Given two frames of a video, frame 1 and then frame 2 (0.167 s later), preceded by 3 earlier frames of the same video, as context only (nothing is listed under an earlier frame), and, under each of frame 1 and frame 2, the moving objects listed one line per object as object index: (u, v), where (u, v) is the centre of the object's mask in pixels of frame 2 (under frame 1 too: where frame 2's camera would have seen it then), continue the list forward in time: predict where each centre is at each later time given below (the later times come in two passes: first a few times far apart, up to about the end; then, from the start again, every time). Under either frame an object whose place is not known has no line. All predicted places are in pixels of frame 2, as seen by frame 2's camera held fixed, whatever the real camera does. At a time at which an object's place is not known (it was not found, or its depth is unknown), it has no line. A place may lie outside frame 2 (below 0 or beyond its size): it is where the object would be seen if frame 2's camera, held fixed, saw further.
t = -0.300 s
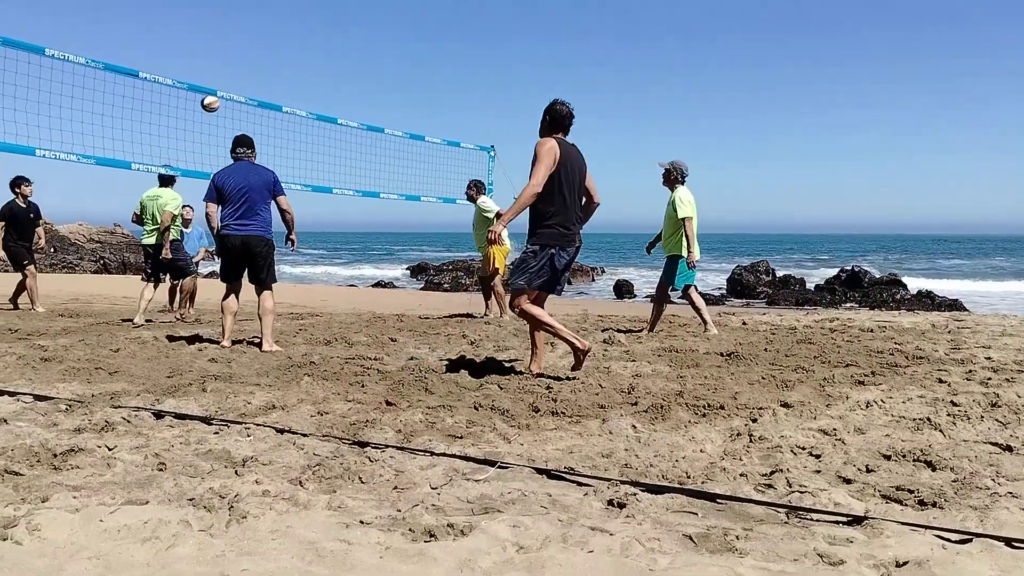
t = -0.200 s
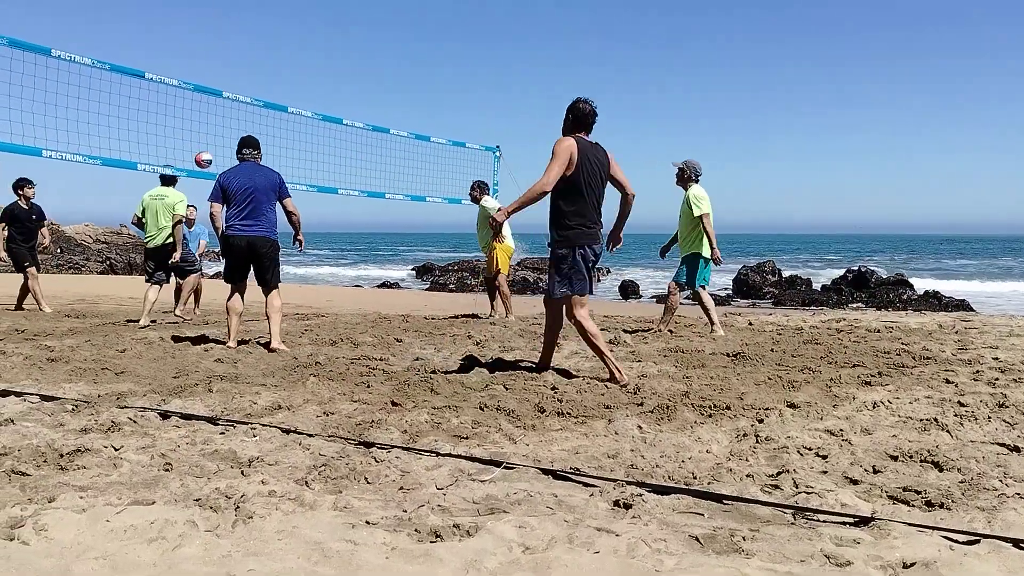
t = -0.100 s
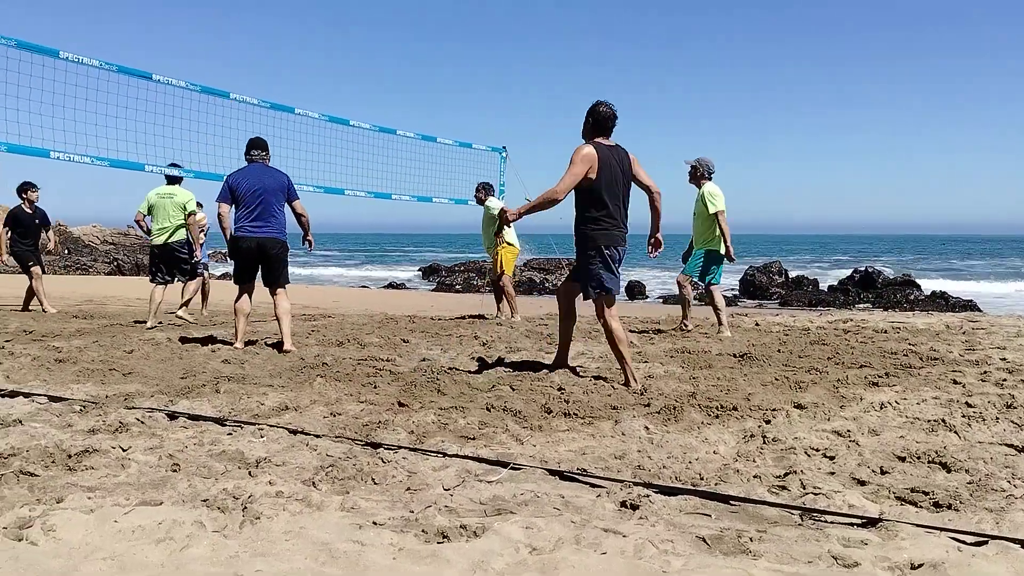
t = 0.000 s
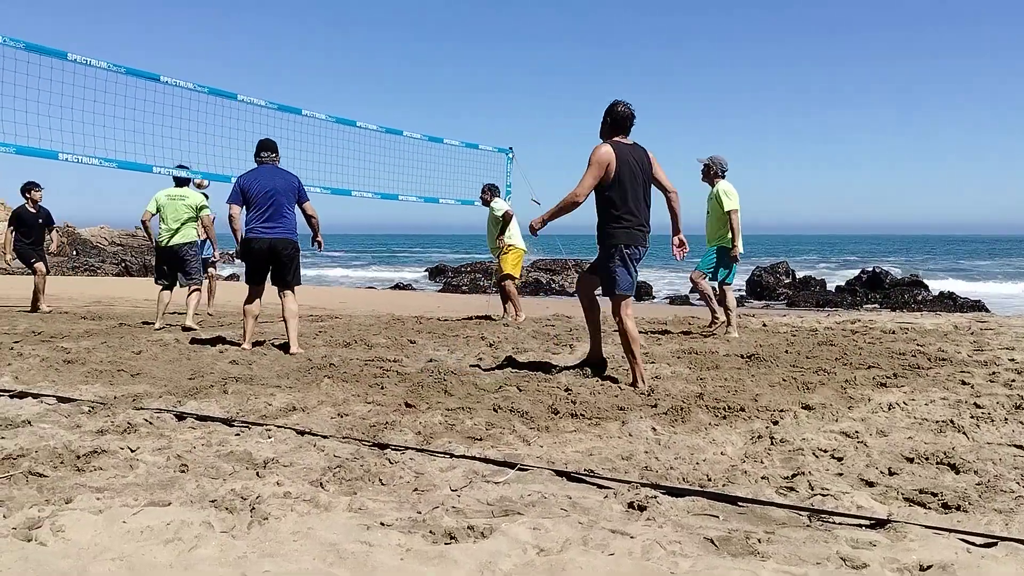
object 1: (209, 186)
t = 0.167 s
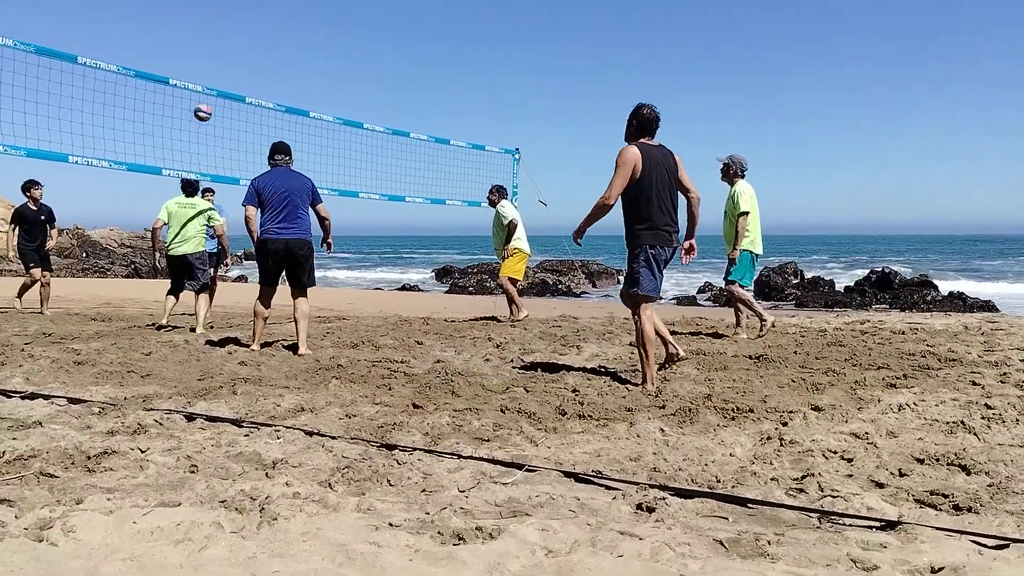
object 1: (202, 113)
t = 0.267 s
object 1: (199, 78)
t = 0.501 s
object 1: (191, 28)
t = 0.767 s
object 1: (181, 21)
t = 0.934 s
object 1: (176, 49)
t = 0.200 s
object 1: (201, 101)
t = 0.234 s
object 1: (199, 95)
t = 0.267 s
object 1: (199, 78)
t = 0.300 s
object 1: (198, 69)
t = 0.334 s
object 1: (197, 60)
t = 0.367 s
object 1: (195, 52)
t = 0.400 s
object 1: (194, 45)
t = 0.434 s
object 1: (193, 39)
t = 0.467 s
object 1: (192, 33)
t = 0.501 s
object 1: (191, 28)
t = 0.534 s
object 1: (189, 23)
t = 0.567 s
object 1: (188, 20)
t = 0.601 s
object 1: (186, 18)
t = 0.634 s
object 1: (185, 17)
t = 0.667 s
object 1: (184, 17)
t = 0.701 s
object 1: (183, 17)
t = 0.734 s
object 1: (182, 19)
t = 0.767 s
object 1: (181, 21)
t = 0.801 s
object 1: (180, 24)
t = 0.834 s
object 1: (179, 29)
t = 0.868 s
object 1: (178, 35)
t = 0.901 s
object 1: (177, 41)
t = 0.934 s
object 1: (176, 49)
